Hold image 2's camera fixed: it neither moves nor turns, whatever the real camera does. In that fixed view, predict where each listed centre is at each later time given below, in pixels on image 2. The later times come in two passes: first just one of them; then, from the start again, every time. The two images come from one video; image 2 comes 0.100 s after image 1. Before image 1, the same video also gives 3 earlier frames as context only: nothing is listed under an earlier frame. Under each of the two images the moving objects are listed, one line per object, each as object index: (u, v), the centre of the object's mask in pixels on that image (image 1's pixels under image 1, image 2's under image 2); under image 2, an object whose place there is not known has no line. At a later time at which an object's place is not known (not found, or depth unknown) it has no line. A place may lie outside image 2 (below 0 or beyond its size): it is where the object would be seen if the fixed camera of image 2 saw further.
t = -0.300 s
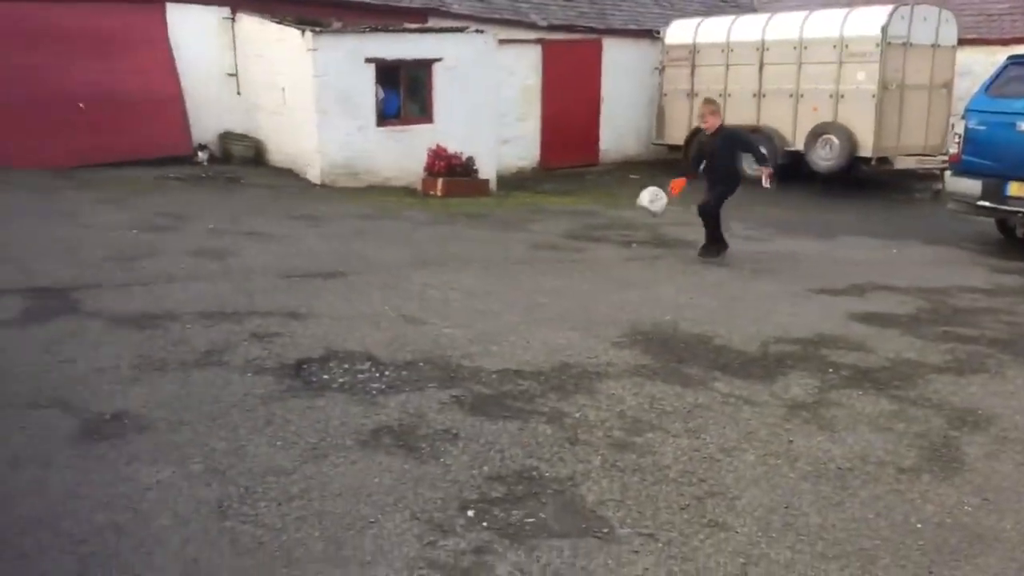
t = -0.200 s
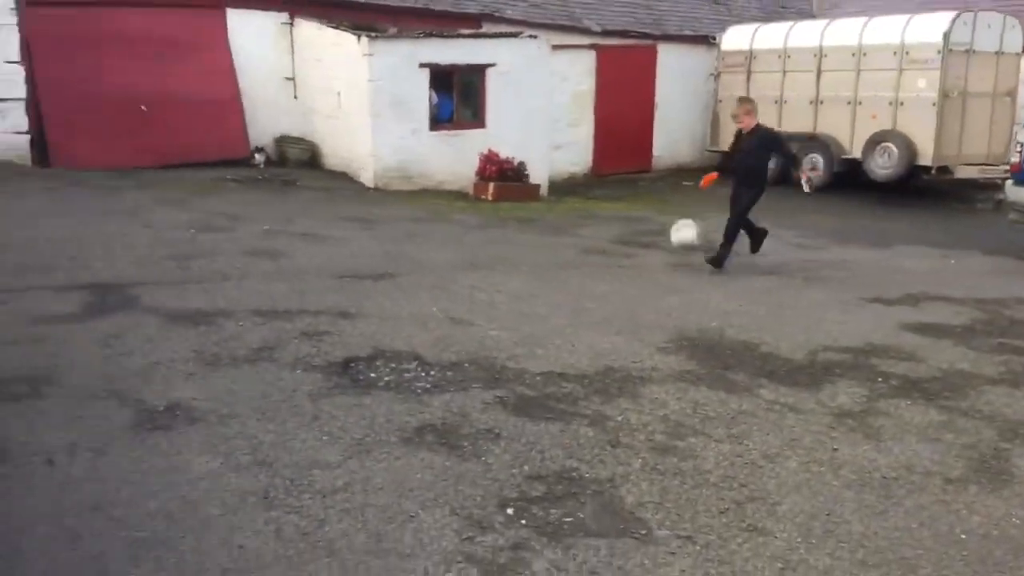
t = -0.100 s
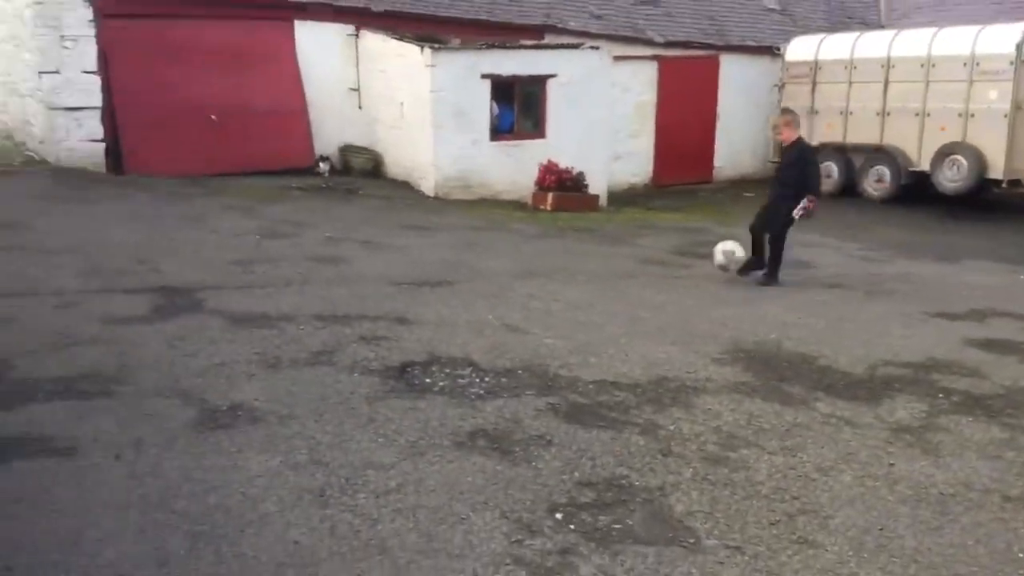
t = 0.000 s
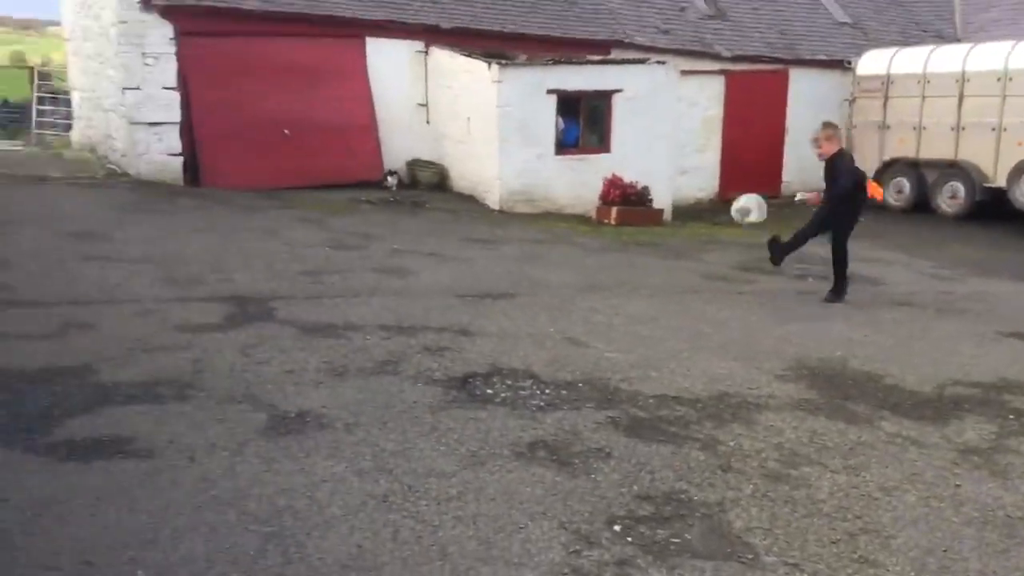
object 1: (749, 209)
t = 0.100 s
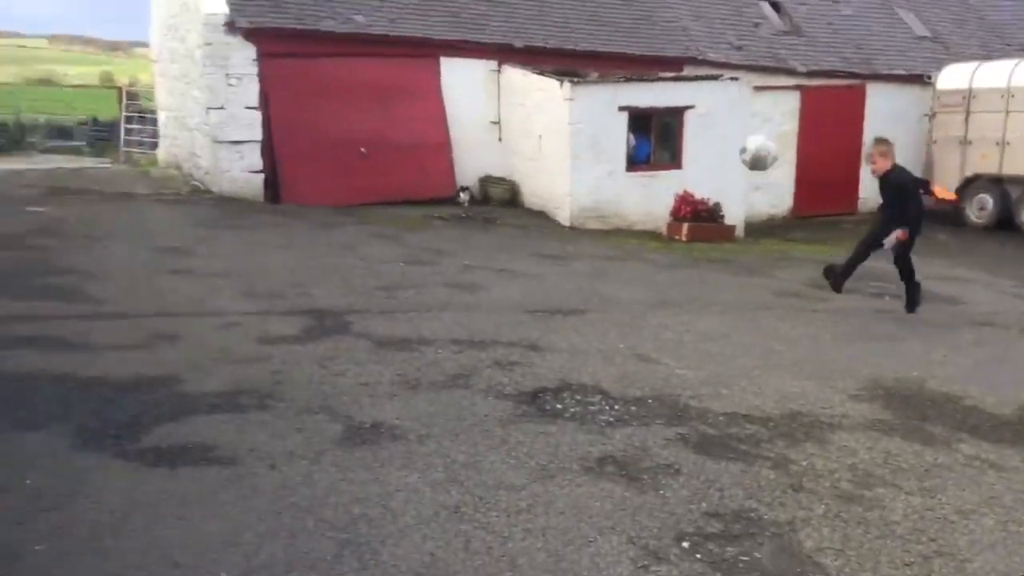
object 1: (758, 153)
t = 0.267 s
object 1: (628, 40)
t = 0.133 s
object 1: (735, 129)
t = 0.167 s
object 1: (709, 106)
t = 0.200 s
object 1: (684, 82)
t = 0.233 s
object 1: (657, 61)
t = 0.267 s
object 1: (628, 40)
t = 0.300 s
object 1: (598, 20)
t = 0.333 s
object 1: (567, 2)
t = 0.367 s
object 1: (534, -15)
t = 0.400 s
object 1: (500, -27)
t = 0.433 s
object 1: (464, -36)
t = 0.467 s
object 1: (422, -45)
